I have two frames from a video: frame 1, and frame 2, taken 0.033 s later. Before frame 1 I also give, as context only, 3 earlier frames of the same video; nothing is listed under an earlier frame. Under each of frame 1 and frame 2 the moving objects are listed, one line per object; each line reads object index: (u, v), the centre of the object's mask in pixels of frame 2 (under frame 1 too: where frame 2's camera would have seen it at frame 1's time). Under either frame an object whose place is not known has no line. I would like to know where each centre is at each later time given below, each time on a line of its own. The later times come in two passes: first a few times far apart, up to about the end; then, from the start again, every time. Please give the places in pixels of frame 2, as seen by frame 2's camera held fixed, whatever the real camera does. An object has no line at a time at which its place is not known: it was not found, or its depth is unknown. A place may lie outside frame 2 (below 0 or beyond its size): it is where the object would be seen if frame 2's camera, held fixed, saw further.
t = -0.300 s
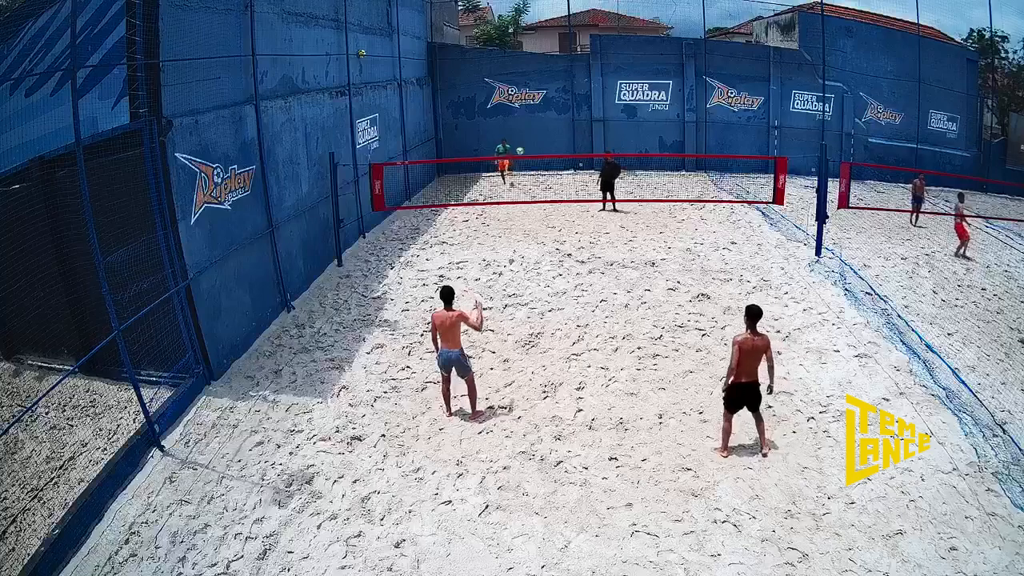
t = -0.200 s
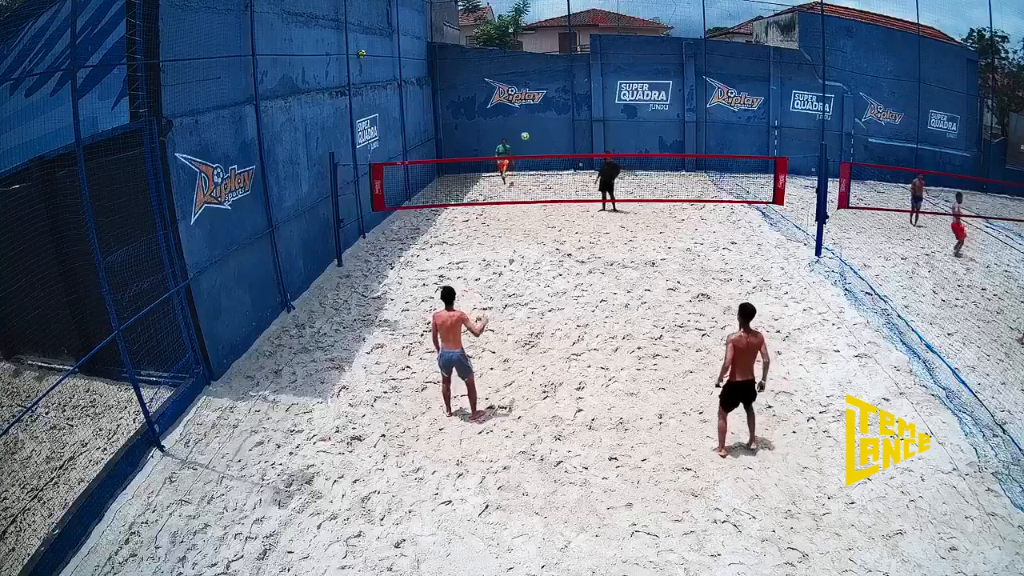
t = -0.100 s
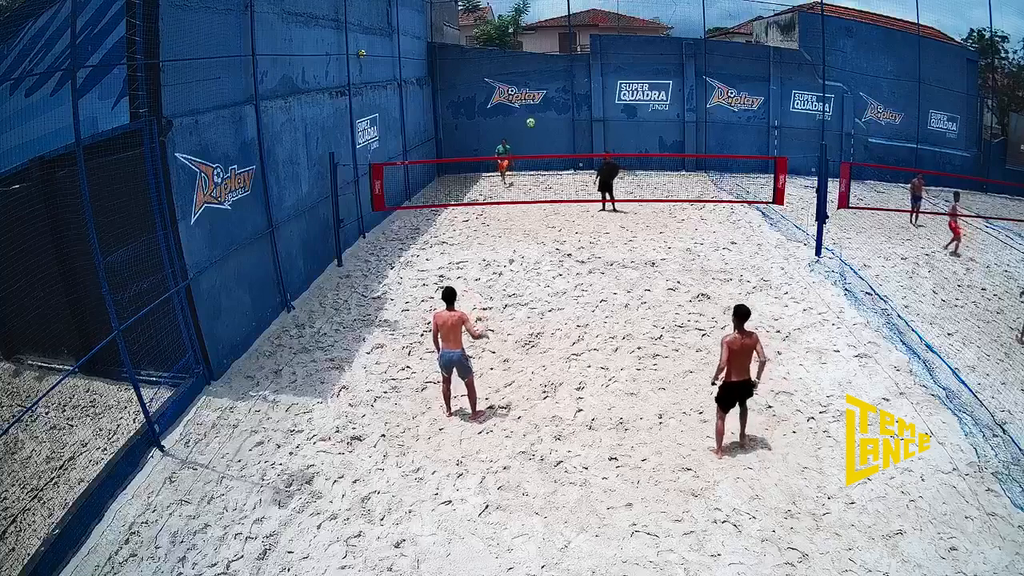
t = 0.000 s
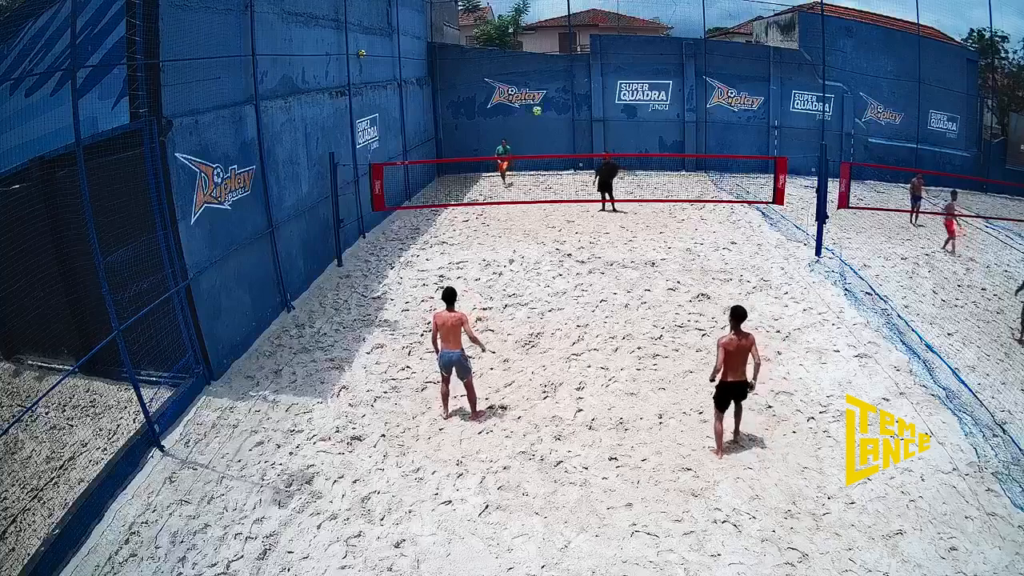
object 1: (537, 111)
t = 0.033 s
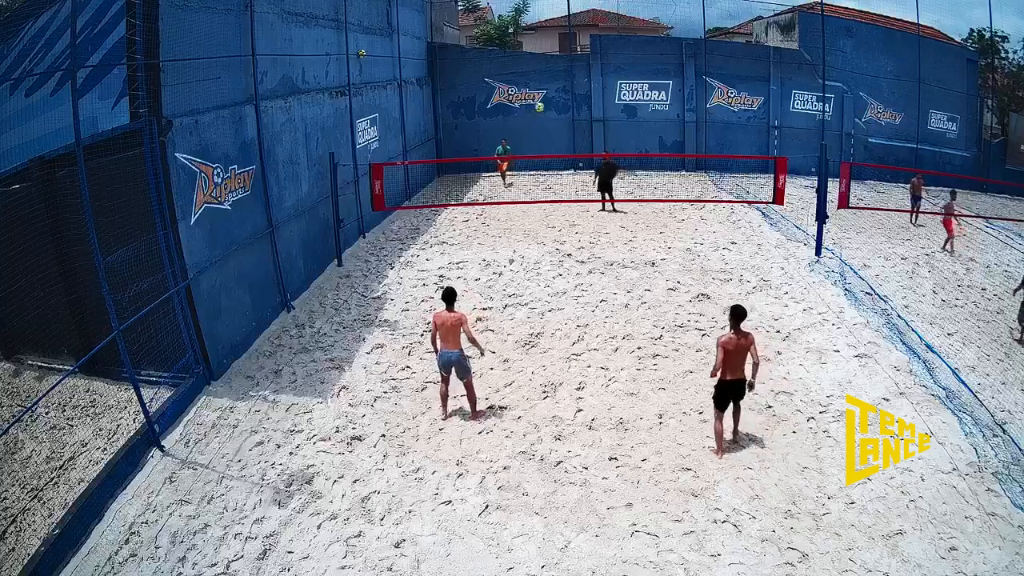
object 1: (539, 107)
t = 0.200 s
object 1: (554, 94)
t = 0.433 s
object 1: (584, 93)
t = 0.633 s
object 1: (623, 120)
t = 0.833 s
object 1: (680, 193)
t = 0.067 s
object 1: (542, 104)
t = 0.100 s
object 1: (545, 101)
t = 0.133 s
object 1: (548, 98)
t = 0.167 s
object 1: (551, 96)
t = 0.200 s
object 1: (554, 94)
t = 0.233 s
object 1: (558, 92)
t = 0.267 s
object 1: (561, 91)
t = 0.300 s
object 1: (565, 90)
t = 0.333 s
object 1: (569, 90)
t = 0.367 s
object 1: (574, 90)
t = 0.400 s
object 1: (579, 91)
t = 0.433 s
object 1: (584, 93)
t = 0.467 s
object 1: (589, 95)
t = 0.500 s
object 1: (595, 98)
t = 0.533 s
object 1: (601, 102)
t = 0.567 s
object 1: (608, 107)
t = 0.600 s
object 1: (615, 113)
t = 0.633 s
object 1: (623, 120)
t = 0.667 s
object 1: (631, 128)
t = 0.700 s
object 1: (640, 137)
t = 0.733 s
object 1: (649, 148)
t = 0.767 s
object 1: (659, 161)
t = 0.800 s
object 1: (669, 175)
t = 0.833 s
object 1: (680, 193)
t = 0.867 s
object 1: (691, 212)
